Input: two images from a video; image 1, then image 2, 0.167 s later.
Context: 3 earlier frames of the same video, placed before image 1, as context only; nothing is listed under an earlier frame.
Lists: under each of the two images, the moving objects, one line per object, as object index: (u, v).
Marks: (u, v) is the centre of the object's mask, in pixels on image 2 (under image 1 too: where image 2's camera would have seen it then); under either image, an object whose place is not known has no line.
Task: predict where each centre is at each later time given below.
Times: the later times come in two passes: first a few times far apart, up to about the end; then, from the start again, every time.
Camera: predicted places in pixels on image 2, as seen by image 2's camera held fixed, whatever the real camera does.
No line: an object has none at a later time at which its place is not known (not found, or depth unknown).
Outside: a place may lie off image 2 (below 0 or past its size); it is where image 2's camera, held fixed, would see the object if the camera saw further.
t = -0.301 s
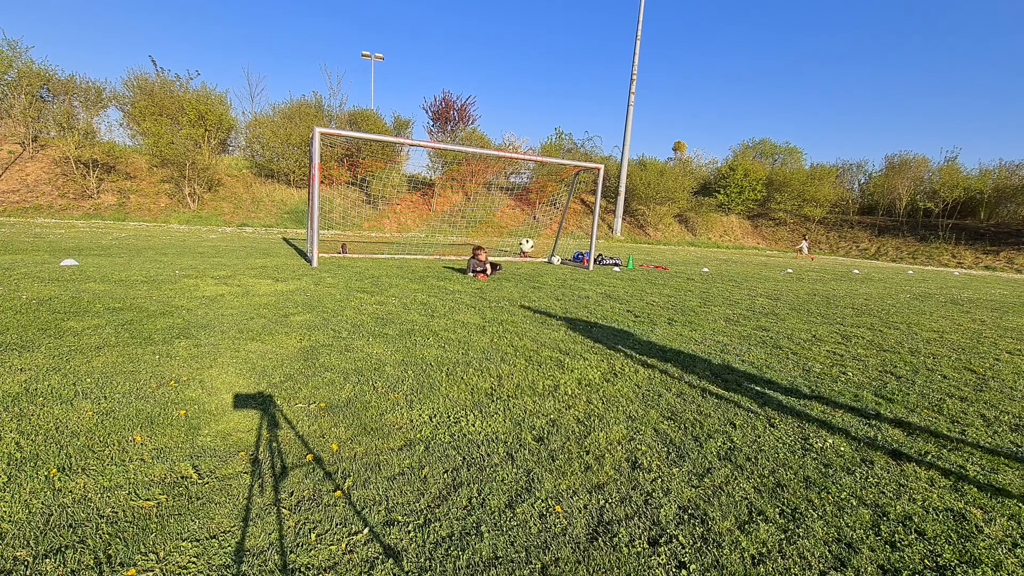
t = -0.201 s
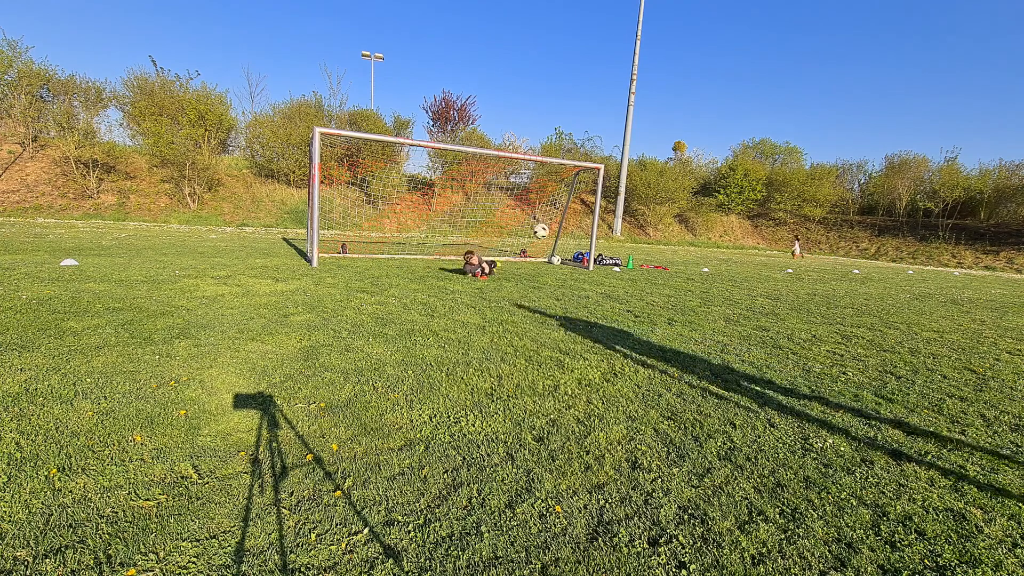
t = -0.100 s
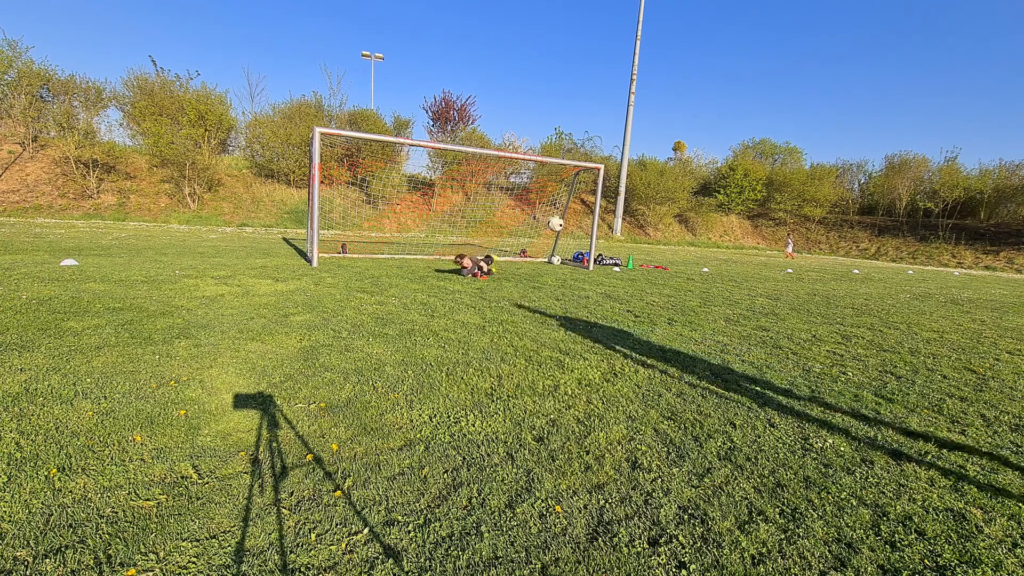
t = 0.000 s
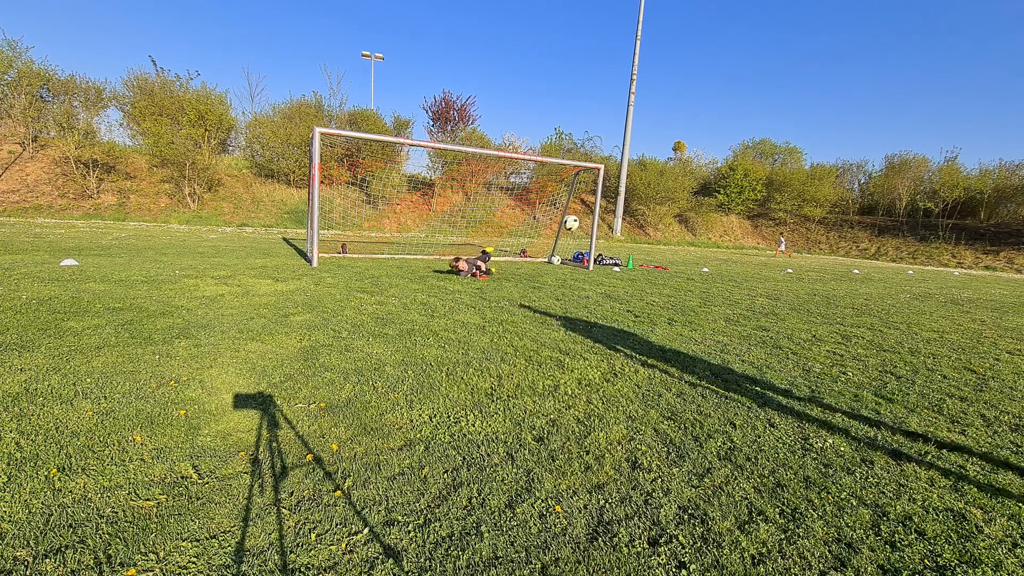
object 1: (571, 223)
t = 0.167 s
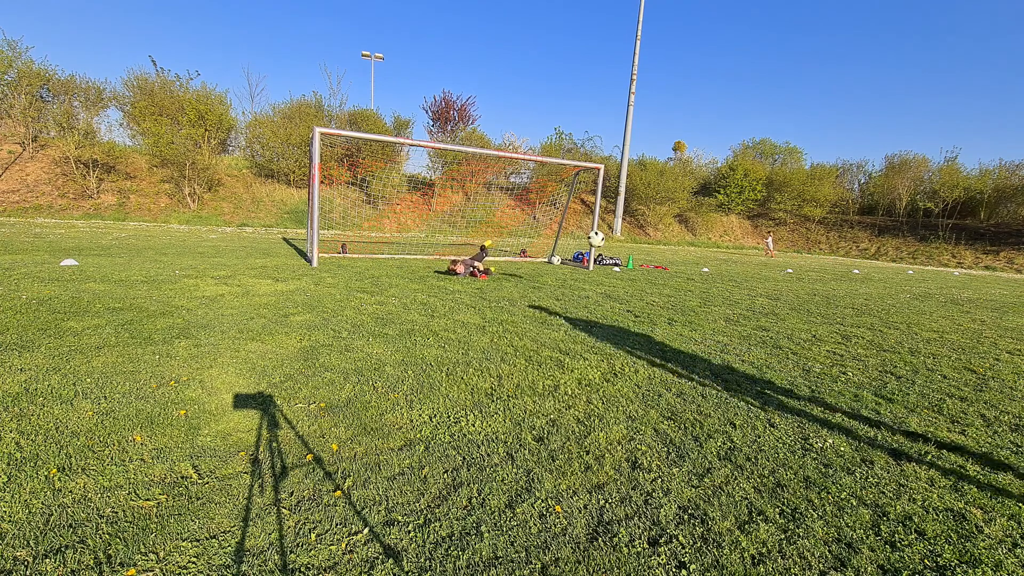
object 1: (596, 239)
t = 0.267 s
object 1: (612, 260)
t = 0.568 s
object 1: (660, 282)
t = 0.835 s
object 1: (707, 300)
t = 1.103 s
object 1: (758, 318)
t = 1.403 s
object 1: (822, 348)
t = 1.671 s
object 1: (894, 371)
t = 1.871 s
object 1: (951, 384)
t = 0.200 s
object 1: (601, 245)
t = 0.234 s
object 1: (607, 251)
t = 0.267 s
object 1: (612, 260)
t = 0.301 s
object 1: (617, 269)
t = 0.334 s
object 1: (622, 280)
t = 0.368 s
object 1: (626, 291)
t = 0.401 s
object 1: (631, 300)
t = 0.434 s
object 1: (636, 296)
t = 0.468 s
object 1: (642, 291)
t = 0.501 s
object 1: (648, 288)
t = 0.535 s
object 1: (655, 284)
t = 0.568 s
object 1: (660, 282)
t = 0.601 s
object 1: (666, 281)
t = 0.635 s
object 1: (671, 280)
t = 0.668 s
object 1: (677, 280)
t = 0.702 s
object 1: (683, 282)
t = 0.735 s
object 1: (690, 285)
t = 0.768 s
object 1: (696, 289)
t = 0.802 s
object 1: (702, 294)
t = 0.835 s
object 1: (707, 300)
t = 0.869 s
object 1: (713, 308)
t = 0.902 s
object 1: (719, 316)
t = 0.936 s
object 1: (724, 324)
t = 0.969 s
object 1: (730, 321)
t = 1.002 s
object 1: (738, 318)
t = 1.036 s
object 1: (745, 317)
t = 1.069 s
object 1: (752, 316)
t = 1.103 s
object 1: (758, 318)
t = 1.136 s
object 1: (764, 319)
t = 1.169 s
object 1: (771, 322)
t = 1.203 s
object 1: (778, 326)
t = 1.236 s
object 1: (784, 332)
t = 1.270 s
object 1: (790, 339)
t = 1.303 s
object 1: (798, 346)
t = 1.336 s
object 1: (806, 345)
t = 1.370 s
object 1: (814, 346)
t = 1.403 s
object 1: (822, 348)
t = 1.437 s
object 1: (830, 351)
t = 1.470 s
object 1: (839, 355)
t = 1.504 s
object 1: (847, 358)
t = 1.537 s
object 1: (856, 358)
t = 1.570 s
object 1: (865, 360)
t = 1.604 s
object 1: (875, 363)
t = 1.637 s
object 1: (884, 367)
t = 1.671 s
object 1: (894, 371)
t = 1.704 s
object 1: (904, 372)
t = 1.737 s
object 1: (913, 373)
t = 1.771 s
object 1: (922, 376)
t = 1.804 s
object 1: (931, 379)
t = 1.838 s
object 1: (941, 382)
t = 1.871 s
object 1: (951, 384)
